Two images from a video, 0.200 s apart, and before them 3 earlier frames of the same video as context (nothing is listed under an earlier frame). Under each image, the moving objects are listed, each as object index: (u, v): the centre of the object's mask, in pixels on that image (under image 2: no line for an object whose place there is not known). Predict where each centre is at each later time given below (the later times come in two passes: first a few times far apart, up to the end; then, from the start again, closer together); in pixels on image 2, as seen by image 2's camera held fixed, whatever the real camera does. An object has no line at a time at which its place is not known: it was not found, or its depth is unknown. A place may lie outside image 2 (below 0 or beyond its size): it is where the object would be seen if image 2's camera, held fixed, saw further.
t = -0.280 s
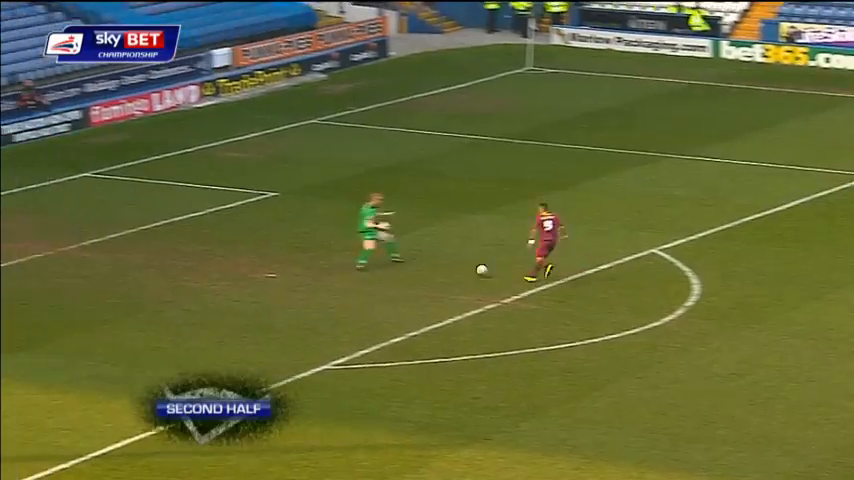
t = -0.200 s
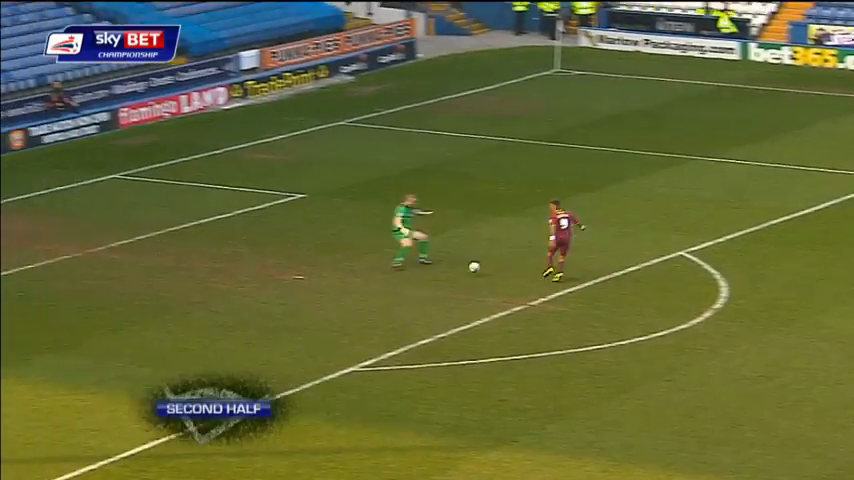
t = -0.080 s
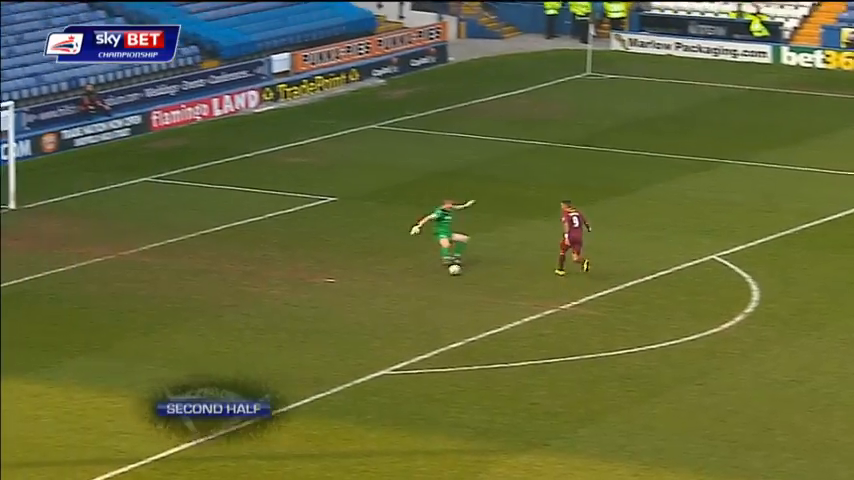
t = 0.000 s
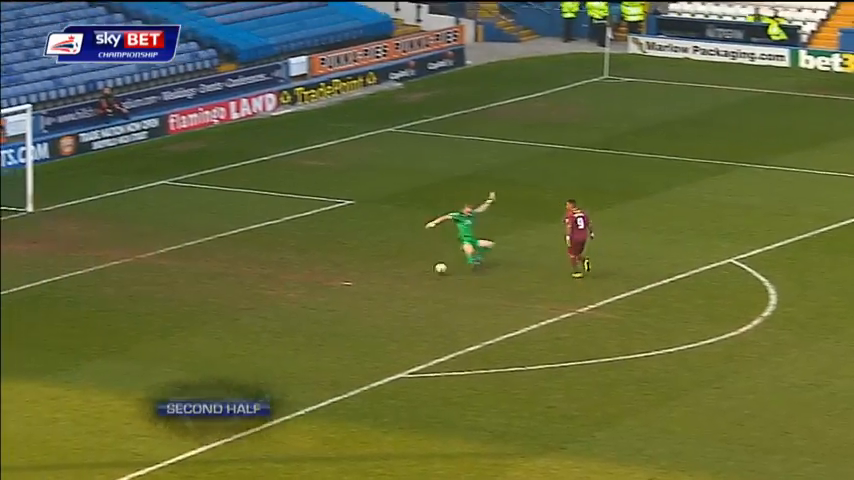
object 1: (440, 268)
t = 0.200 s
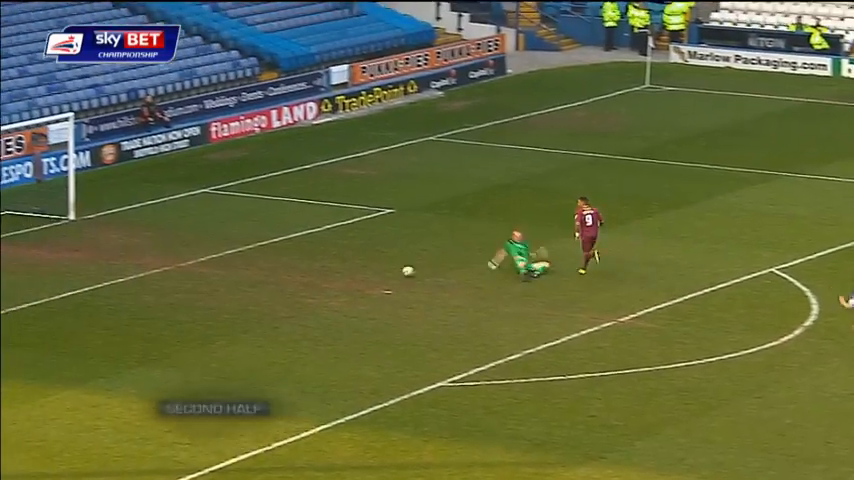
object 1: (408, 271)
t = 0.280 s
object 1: (379, 270)
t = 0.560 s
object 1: (286, 259)
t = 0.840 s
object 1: (202, 250)
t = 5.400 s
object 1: (-104, 231)
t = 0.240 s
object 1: (393, 270)
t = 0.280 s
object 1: (379, 270)
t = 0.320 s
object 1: (365, 267)
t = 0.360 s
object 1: (352, 266)
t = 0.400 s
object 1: (338, 265)
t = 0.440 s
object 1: (325, 265)
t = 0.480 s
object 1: (312, 263)
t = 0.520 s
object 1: (299, 260)
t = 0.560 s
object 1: (286, 259)
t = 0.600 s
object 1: (274, 258)
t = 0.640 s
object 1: (262, 258)
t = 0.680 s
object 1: (250, 258)
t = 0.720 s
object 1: (238, 255)
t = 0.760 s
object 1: (225, 253)
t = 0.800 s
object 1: (213, 251)
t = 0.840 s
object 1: (202, 250)
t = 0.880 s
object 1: (190, 250)
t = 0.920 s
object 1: (178, 252)
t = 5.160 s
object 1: (-103, 231)
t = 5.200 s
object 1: (-103, 231)
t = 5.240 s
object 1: (-104, 231)
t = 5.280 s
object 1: (-104, 231)
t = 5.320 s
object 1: (-104, 231)
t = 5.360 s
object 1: (-104, 231)
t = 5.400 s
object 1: (-104, 231)
